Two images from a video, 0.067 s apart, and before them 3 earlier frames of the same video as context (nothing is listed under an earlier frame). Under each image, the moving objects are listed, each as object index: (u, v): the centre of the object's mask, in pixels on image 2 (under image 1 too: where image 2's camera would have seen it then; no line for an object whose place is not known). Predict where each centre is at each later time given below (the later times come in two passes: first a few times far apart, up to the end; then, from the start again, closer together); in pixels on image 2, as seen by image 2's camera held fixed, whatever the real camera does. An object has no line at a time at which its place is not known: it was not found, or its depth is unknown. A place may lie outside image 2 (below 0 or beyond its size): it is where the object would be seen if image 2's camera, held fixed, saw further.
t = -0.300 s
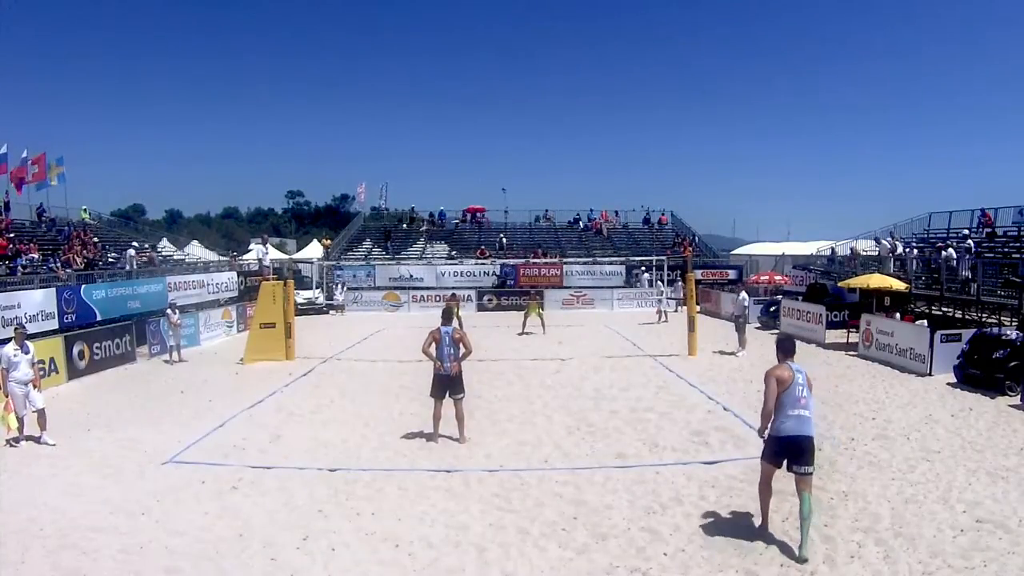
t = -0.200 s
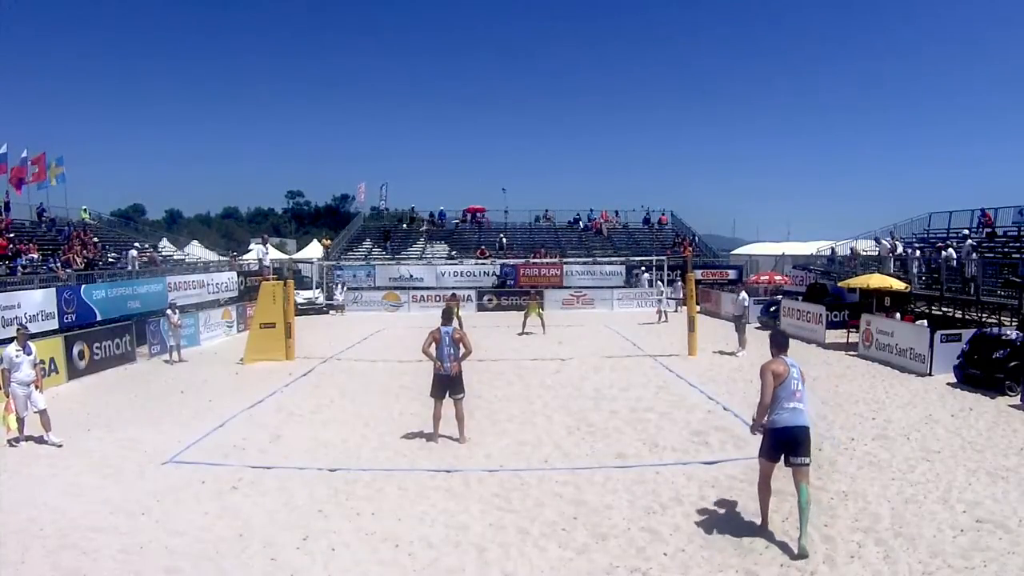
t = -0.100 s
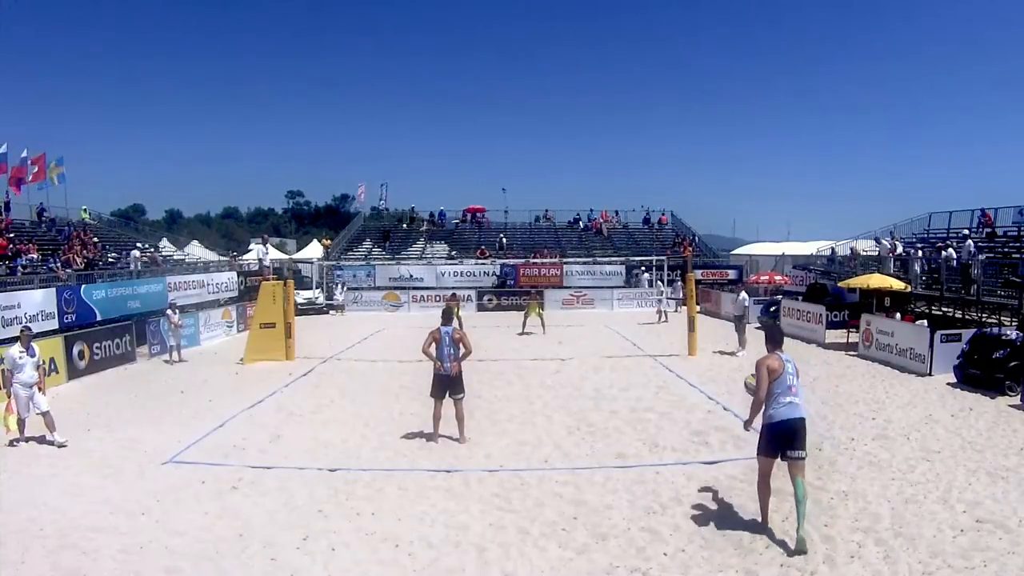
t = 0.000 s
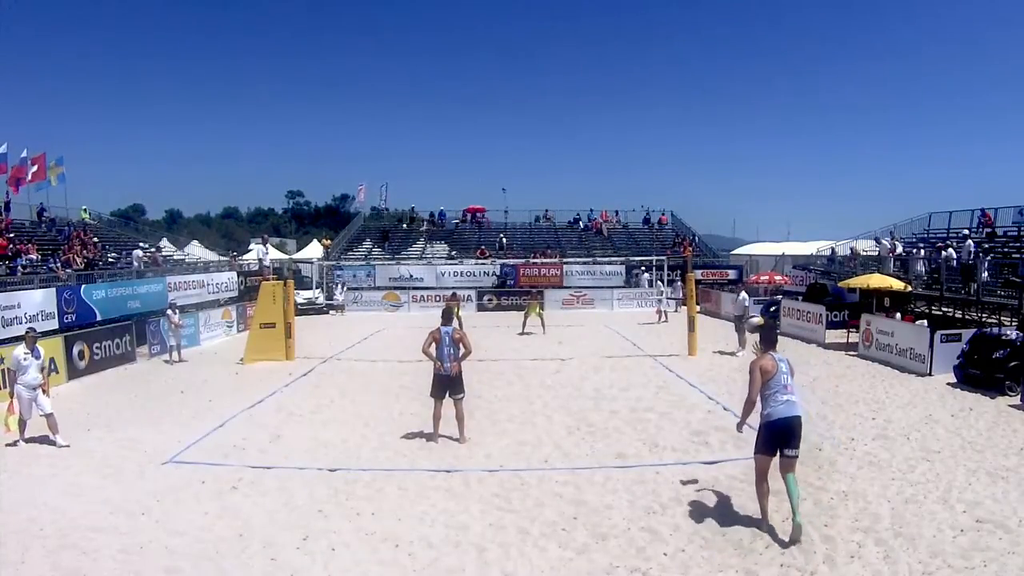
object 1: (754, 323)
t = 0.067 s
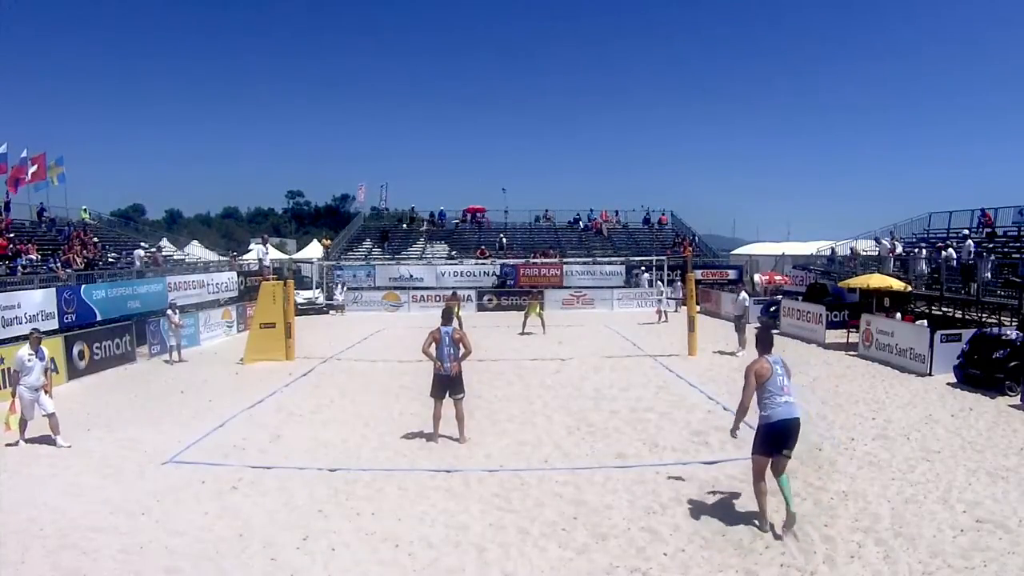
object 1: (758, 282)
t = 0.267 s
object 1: (753, 187)
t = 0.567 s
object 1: (749, 120)
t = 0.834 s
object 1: (747, 126)
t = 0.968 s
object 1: (747, 150)
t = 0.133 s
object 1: (754, 245)
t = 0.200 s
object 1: (753, 214)
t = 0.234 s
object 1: (753, 200)
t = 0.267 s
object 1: (753, 187)
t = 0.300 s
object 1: (753, 174)
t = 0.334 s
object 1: (752, 164)
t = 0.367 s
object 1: (752, 155)
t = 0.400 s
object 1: (751, 146)
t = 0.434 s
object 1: (751, 139)
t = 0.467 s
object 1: (751, 132)
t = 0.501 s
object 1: (750, 127)
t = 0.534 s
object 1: (750, 122)
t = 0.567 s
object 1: (749, 120)
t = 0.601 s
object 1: (749, 117)
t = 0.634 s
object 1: (749, 116)
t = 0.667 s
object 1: (749, 115)
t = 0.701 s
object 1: (748, 115)
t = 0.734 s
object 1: (747, 116)
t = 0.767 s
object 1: (747, 119)
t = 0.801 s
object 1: (747, 122)
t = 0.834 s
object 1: (747, 126)
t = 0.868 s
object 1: (747, 130)
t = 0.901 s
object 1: (747, 136)
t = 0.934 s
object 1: (747, 143)
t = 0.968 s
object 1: (747, 150)
